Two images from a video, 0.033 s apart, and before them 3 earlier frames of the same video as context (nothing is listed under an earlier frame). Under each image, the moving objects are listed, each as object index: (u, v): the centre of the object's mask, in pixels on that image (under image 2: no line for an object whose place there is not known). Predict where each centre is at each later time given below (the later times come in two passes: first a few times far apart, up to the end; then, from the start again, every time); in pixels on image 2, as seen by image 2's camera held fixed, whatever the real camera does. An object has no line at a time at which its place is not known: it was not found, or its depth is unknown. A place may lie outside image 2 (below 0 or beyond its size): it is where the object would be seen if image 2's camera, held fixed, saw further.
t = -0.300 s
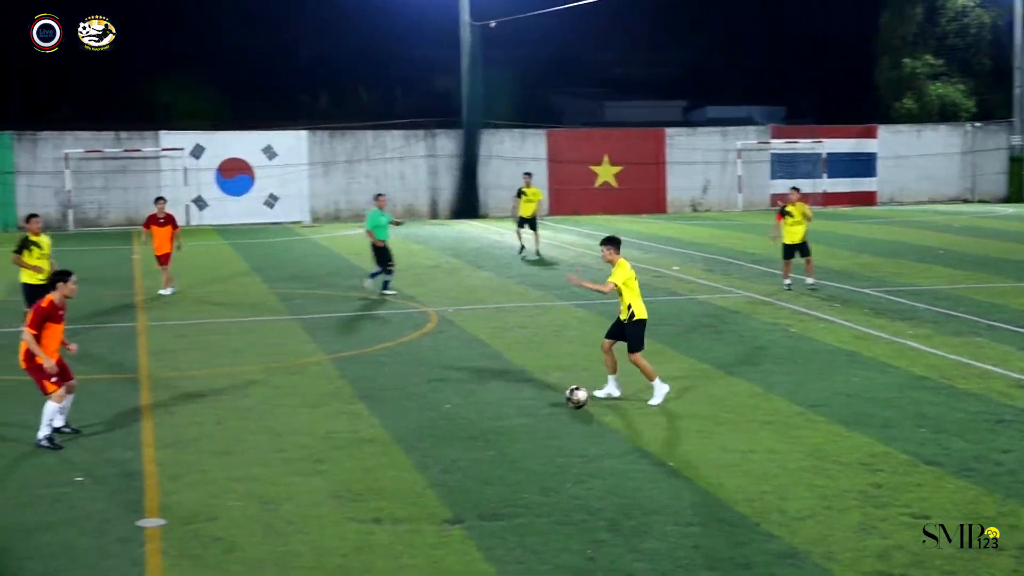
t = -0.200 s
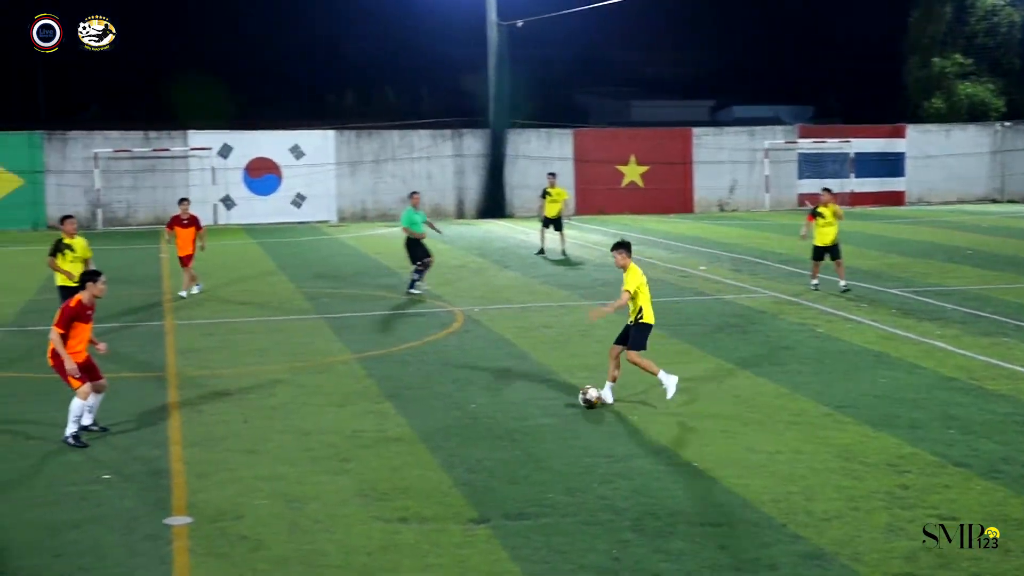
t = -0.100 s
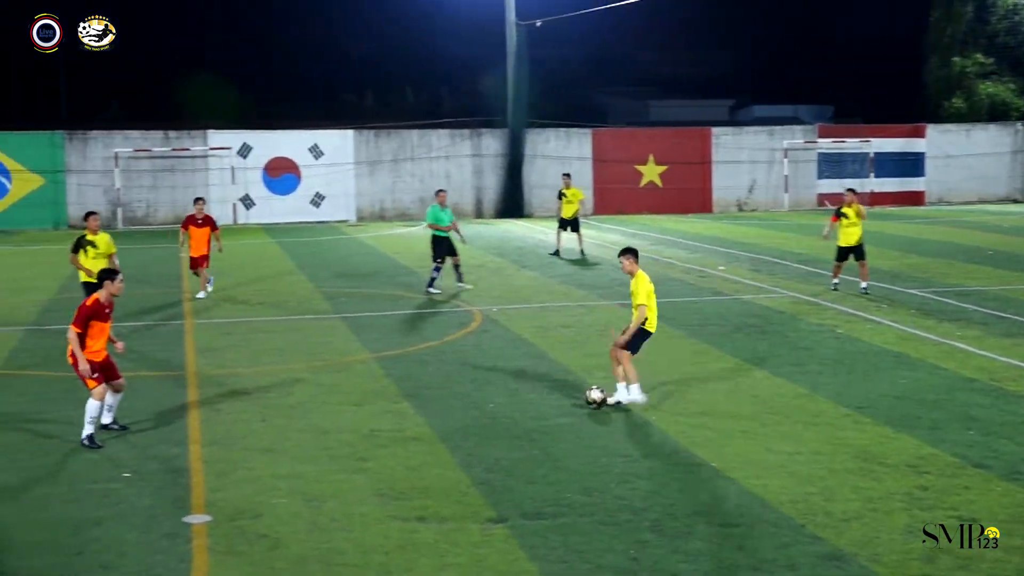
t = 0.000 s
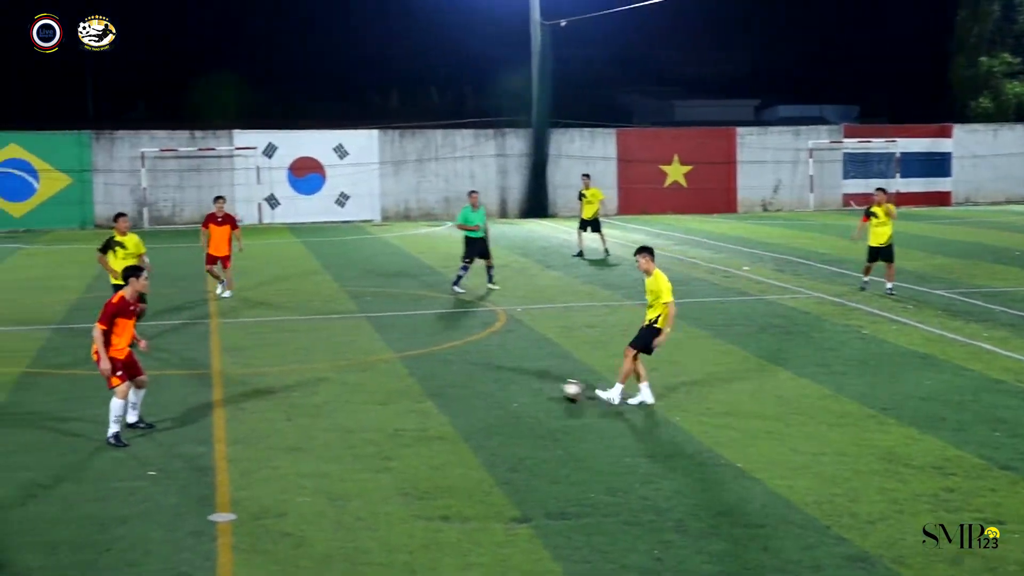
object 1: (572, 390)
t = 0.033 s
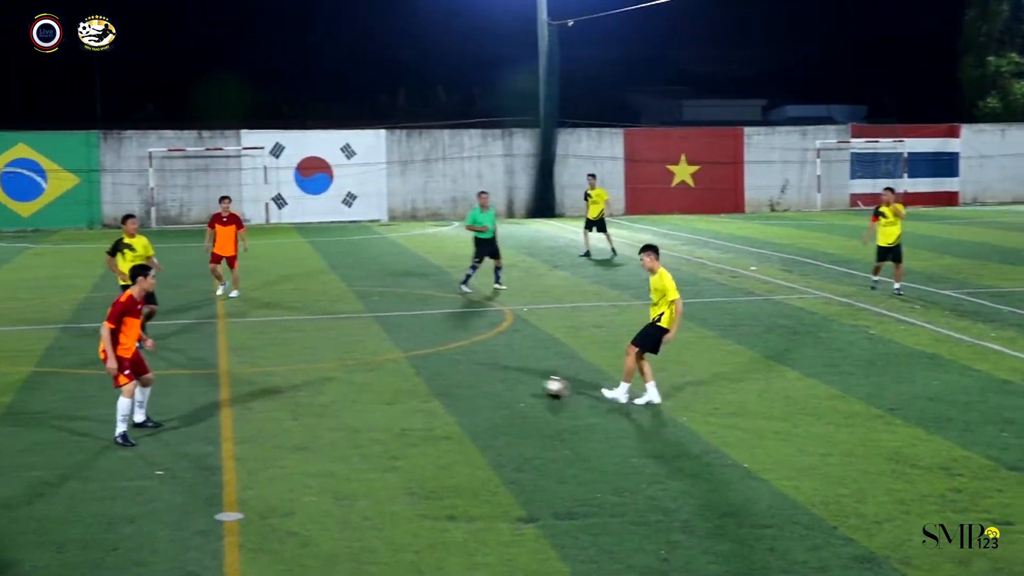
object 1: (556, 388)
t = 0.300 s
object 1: (401, 366)
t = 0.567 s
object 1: (296, 352)
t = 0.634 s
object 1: (275, 349)
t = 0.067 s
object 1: (533, 384)
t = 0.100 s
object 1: (511, 381)
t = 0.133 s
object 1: (490, 378)
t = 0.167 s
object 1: (472, 375)
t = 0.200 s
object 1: (453, 371)
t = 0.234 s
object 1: (435, 370)
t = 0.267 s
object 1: (418, 369)
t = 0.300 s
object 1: (401, 366)
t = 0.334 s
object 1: (385, 365)
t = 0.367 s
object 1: (371, 362)
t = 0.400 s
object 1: (357, 361)
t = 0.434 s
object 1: (344, 359)
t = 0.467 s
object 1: (331, 357)
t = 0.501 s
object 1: (319, 356)
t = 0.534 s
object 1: (307, 354)
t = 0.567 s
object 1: (296, 352)
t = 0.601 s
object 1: (285, 351)
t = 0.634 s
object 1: (275, 349)
